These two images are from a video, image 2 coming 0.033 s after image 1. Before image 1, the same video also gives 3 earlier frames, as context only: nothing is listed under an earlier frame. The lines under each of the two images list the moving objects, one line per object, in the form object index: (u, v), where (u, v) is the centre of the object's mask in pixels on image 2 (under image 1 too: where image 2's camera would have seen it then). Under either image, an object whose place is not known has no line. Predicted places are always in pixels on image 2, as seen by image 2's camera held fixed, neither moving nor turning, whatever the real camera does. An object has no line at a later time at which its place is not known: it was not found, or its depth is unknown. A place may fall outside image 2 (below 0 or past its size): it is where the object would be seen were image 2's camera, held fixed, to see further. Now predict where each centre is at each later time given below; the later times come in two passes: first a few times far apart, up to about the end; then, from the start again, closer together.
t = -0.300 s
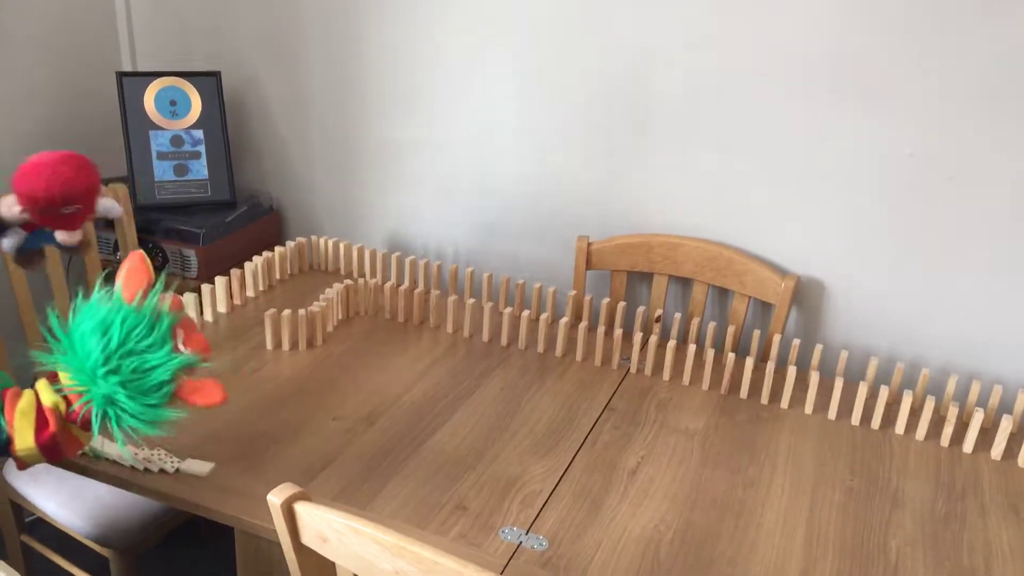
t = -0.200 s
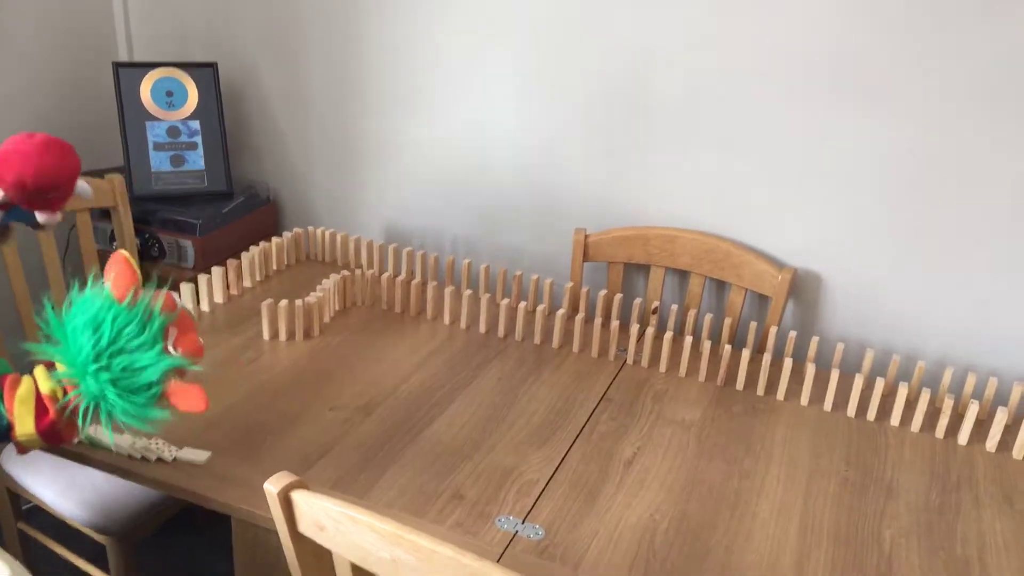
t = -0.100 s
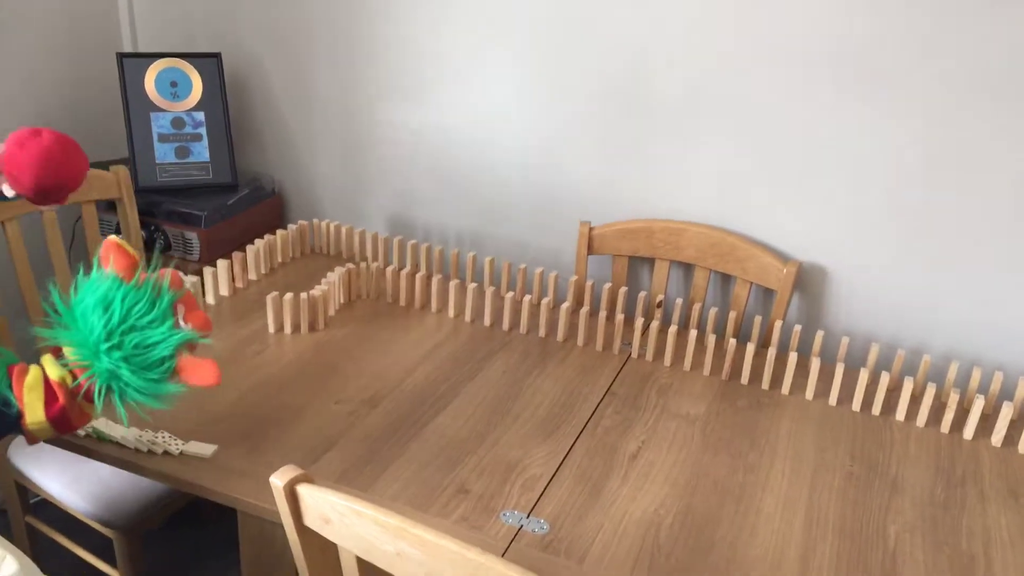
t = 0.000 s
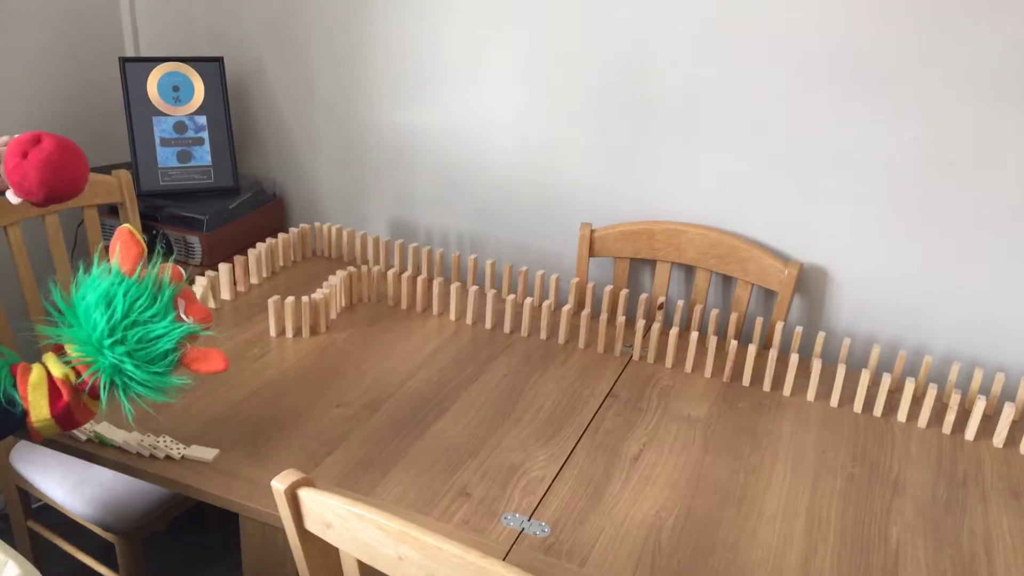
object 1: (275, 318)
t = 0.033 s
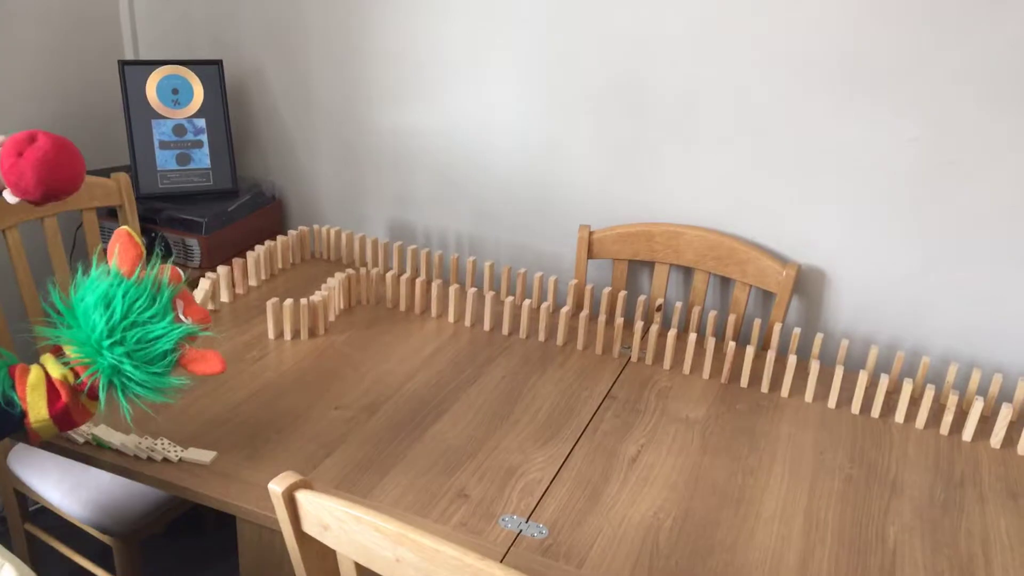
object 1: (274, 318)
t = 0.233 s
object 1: (275, 318)
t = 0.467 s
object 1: (274, 318)
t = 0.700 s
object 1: (274, 318)
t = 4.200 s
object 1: (247, 330)
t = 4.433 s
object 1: (246, 330)
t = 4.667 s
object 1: (247, 330)
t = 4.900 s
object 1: (247, 331)
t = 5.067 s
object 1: (247, 331)
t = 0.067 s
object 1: (274, 318)
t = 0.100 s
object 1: (275, 318)
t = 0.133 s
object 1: (274, 318)
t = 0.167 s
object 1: (274, 318)
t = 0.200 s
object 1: (275, 318)
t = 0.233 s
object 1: (275, 318)
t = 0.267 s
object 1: (275, 318)
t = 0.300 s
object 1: (274, 318)
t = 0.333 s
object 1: (275, 318)
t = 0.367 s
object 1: (275, 318)
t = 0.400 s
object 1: (274, 318)
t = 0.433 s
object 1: (274, 318)
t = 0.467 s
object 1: (274, 318)
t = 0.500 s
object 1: (274, 318)
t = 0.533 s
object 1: (274, 318)
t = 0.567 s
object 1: (274, 318)
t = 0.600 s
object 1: (274, 318)
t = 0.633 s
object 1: (274, 318)
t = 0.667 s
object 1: (274, 318)
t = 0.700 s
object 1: (274, 318)
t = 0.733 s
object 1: (274, 318)
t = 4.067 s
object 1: (249, 330)
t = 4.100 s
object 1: (247, 330)
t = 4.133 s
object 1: (247, 330)
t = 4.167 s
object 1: (247, 330)
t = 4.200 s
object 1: (247, 330)
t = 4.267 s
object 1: (247, 330)
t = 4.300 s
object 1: (247, 330)
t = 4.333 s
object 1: (247, 330)
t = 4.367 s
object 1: (246, 330)
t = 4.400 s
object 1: (246, 330)
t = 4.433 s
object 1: (246, 330)
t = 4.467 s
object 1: (246, 330)
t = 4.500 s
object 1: (247, 330)
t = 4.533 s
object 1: (246, 330)
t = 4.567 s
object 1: (247, 330)
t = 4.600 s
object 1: (246, 330)
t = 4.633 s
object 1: (246, 330)
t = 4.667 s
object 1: (247, 330)
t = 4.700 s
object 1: (247, 330)
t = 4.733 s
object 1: (247, 331)
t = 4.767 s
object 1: (247, 330)
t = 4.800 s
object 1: (247, 331)
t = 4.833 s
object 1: (247, 331)
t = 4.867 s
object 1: (247, 331)
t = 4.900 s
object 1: (247, 331)
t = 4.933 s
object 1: (247, 331)
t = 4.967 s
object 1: (247, 331)
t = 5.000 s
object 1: (247, 331)
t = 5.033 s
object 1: (247, 331)
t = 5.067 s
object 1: (247, 331)
